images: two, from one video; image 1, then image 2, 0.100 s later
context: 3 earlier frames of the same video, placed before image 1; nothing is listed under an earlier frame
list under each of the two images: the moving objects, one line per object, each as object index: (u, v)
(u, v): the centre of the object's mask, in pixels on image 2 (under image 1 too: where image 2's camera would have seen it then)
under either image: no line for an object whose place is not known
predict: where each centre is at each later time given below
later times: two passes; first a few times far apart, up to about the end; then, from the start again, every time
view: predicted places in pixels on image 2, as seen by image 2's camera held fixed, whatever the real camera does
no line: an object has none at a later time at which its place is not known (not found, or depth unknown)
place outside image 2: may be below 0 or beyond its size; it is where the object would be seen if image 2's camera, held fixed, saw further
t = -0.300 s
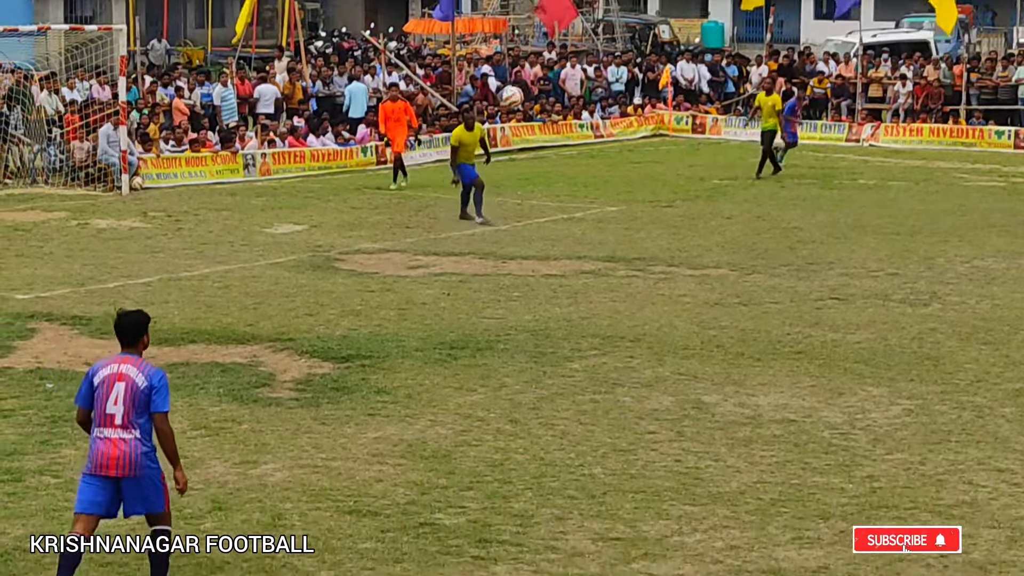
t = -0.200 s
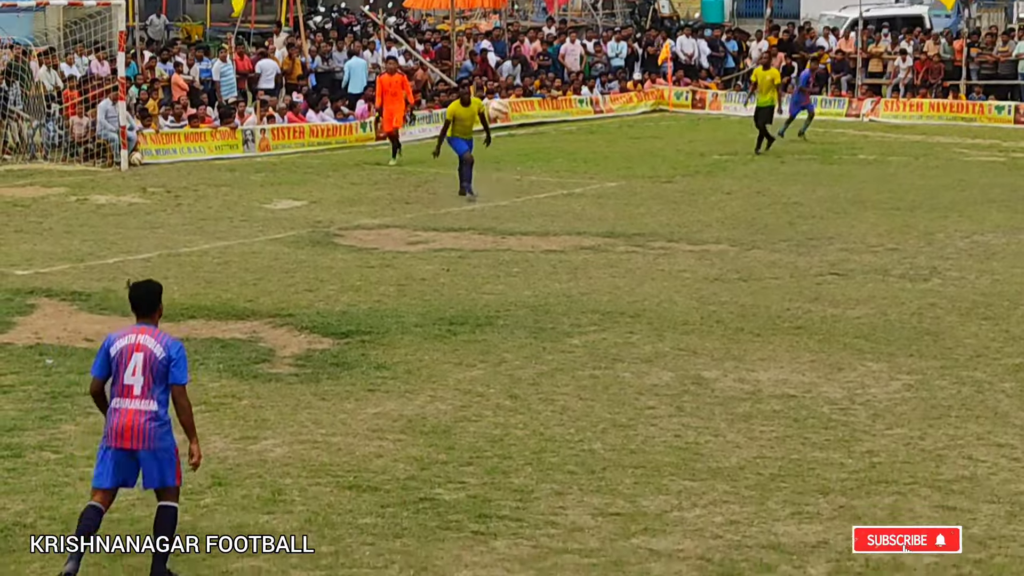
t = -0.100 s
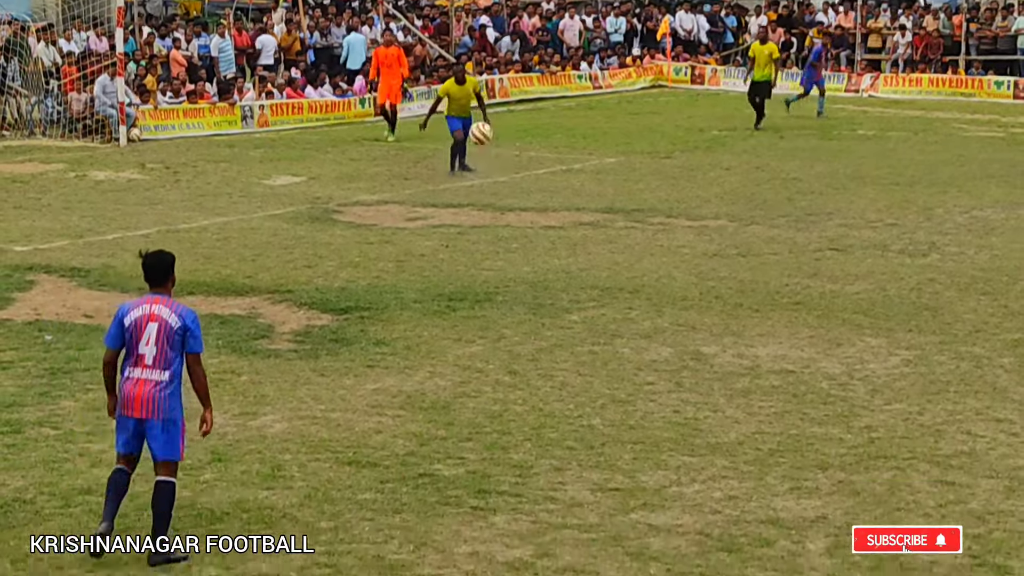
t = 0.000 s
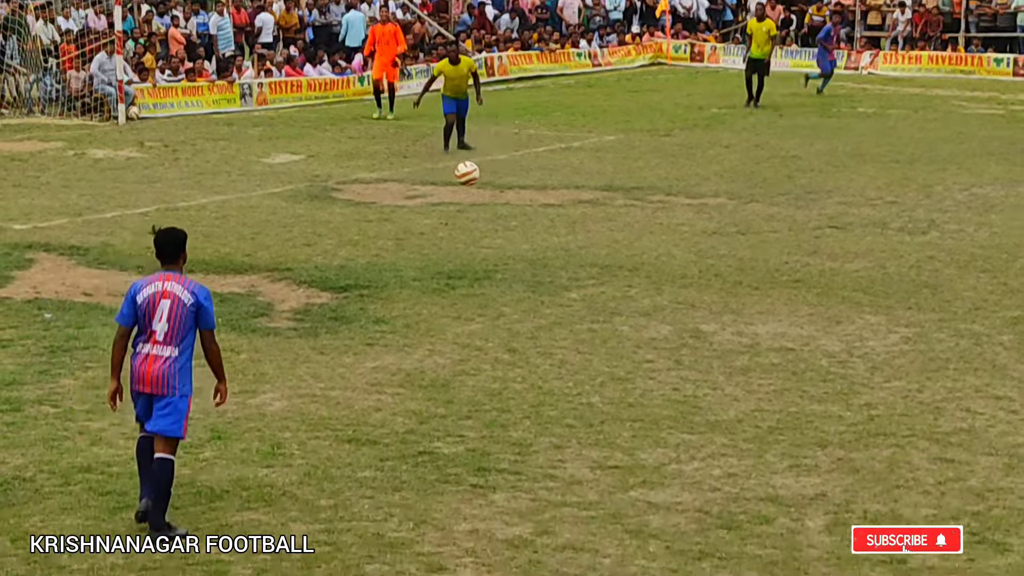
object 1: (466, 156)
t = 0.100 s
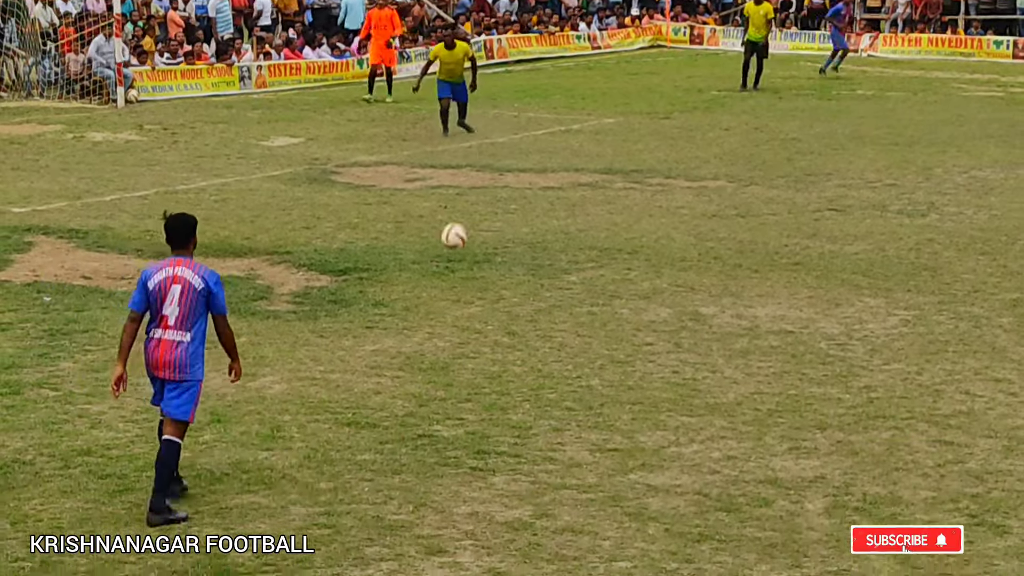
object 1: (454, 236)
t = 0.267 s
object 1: (440, 254)
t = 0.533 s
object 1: (420, 225)
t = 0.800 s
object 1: (402, 308)
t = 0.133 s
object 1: (449, 266)
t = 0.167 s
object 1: (446, 287)
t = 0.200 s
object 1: (444, 274)
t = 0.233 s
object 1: (441, 263)
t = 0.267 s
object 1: (440, 254)
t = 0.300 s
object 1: (437, 245)
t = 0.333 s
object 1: (434, 238)
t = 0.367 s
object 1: (432, 232)
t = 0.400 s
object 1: (430, 228)
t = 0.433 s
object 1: (427, 225)
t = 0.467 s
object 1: (425, 223)
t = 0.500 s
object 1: (423, 223)
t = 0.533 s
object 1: (420, 225)
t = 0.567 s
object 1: (418, 228)
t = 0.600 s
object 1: (416, 231)
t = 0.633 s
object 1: (413, 241)
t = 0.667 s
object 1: (411, 250)
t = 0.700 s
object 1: (409, 260)
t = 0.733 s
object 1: (406, 275)
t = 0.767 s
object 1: (404, 290)
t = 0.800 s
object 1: (402, 308)
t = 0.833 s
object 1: (400, 329)
